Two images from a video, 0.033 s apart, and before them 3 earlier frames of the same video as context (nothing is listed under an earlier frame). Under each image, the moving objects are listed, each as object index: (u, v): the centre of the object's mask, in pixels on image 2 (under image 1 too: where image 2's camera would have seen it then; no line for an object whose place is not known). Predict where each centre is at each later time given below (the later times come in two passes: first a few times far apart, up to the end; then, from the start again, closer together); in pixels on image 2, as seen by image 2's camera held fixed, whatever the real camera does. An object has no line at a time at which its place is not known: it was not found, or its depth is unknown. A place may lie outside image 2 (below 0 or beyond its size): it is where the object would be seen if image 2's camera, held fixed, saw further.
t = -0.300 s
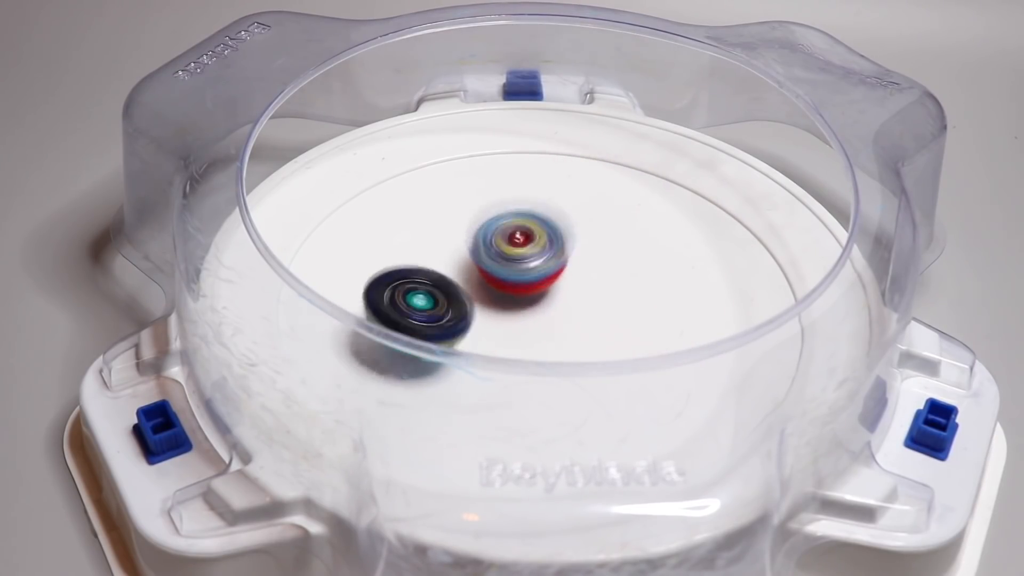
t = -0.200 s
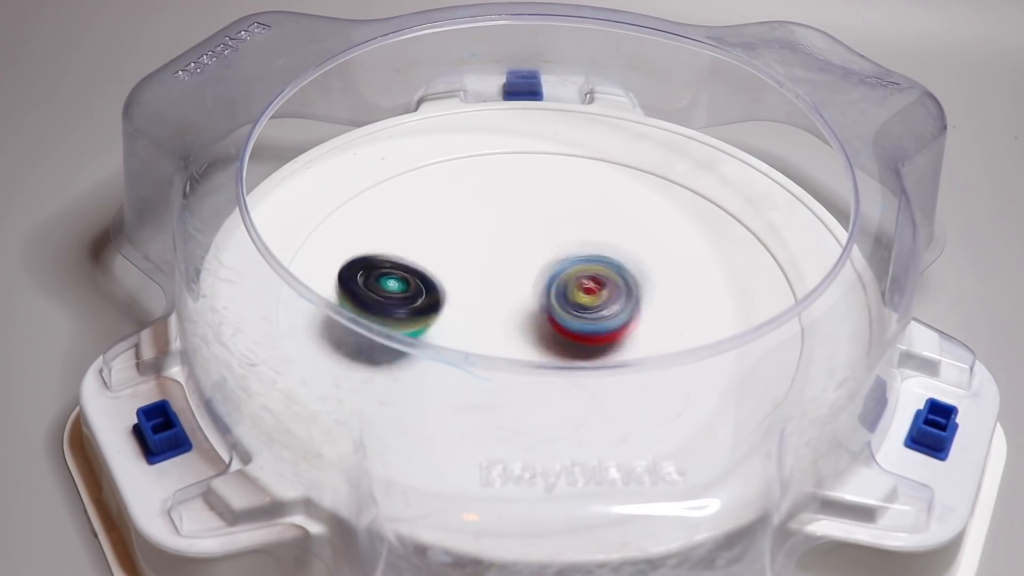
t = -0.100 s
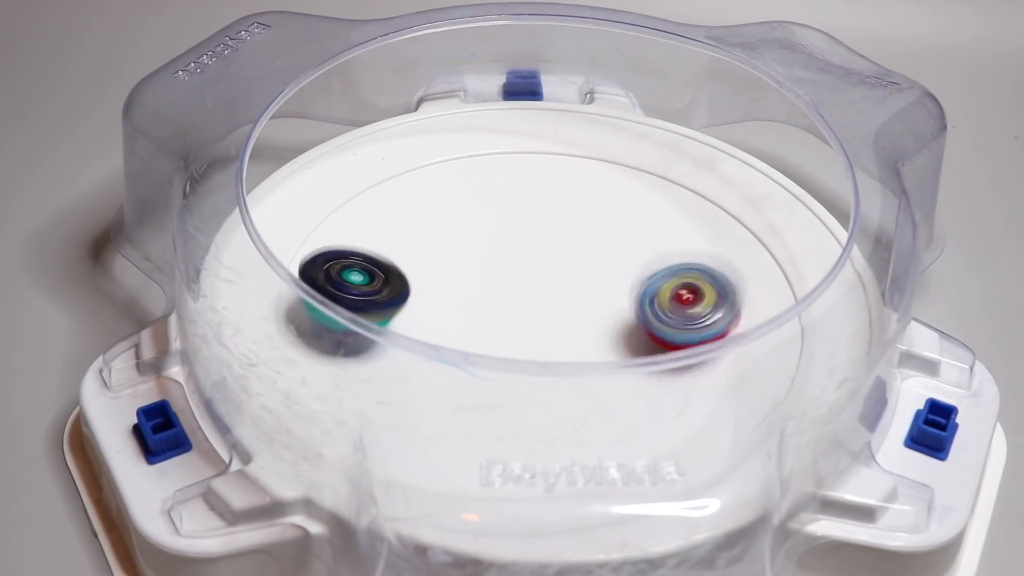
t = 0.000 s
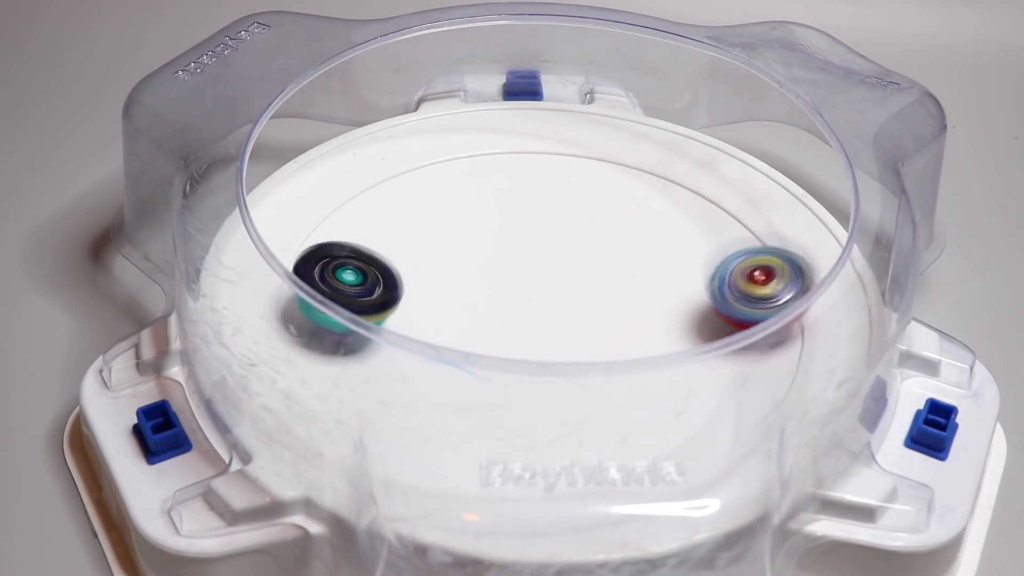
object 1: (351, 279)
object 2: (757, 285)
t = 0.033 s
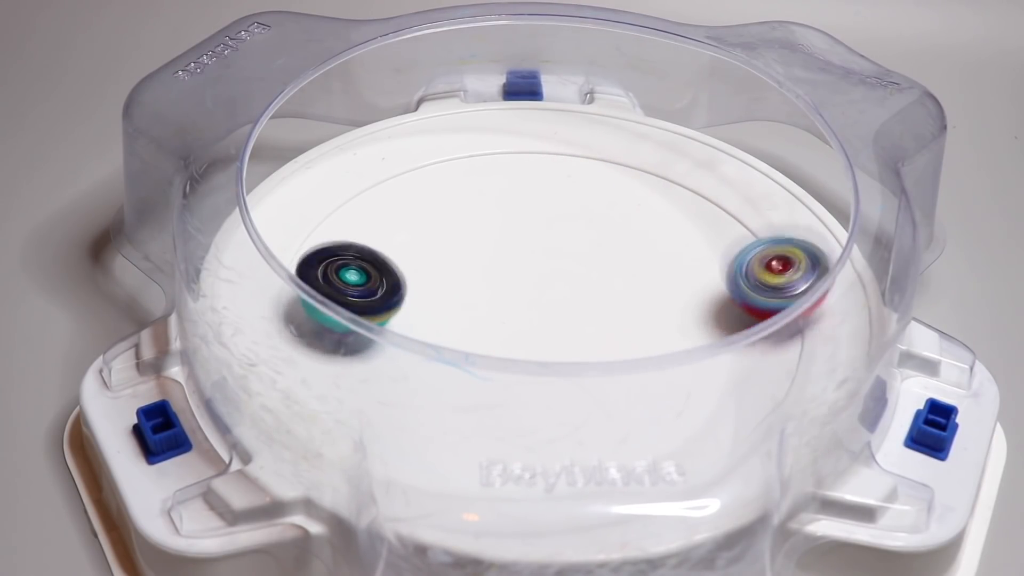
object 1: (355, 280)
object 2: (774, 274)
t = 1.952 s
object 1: (663, 306)
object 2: (427, 165)
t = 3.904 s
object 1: (538, 232)
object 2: (449, 319)
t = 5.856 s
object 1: (593, 282)
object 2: (568, 362)
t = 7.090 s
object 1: (618, 306)
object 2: (510, 219)
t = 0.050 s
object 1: (358, 281)
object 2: (782, 268)
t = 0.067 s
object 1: (361, 282)
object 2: (780, 265)
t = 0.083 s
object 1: (367, 283)
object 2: (775, 265)
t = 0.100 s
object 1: (371, 283)
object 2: (767, 265)
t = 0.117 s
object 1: (378, 285)
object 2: (758, 263)
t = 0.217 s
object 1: (421, 283)
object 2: (702, 258)
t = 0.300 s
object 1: (461, 277)
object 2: (654, 274)
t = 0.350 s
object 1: (480, 273)
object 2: (625, 292)
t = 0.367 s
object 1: (487, 272)
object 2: (618, 299)
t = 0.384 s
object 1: (493, 271)
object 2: (609, 307)
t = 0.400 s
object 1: (499, 269)
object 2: (604, 315)
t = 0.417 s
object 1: (504, 266)
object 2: (601, 321)
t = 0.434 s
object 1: (507, 264)
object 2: (601, 326)
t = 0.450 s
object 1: (513, 262)
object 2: (599, 331)
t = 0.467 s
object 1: (518, 260)
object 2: (601, 336)
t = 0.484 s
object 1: (525, 260)
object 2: (602, 351)
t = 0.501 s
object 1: (530, 258)
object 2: (606, 361)
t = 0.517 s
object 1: (537, 257)
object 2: (608, 376)
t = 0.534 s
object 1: (543, 256)
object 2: (613, 379)
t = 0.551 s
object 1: (549, 255)
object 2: (617, 385)
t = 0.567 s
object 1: (555, 254)
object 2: (625, 400)
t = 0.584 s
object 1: (560, 254)
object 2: (631, 402)
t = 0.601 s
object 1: (566, 252)
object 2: (639, 404)
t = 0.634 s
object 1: (578, 252)
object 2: (654, 406)
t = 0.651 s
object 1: (583, 251)
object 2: (661, 407)
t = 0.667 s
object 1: (589, 251)
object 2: (669, 407)
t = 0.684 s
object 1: (594, 250)
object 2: (678, 404)
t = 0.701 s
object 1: (601, 250)
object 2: (685, 401)
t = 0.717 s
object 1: (606, 249)
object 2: (690, 399)
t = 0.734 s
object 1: (612, 250)
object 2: (692, 397)
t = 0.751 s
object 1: (617, 249)
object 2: (692, 393)
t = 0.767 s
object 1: (623, 249)
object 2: (693, 391)
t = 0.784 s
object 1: (628, 250)
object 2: (686, 381)
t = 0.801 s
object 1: (634, 250)
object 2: (680, 374)
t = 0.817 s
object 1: (639, 251)
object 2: (672, 369)
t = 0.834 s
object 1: (645, 252)
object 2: (662, 355)
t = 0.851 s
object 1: (649, 252)
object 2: (653, 353)
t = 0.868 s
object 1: (655, 253)
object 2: (643, 345)
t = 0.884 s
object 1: (659, 254)
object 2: (629, 335)
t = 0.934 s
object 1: (672, 259)
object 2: (594, 328)
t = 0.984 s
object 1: (683, 263)
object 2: (552, 324)
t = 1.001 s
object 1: (686, 265)
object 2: (539, 322)
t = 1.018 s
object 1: (689, 267)
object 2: (526, 320)
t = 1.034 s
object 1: (690, 270)
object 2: (513, 320)
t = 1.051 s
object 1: (692, 272)
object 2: (499, 318)
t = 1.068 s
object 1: (691, 274)
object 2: (486, 317)
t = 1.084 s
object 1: (693, 277)
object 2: (474, 315)
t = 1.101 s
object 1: (691, 280)
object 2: (462, 312)
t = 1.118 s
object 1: (691, 282)
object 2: (450, 311)
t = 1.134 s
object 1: (689, 285)
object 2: (438, 309)
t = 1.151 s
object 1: (688, 288)
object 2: (427, 311)
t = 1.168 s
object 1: (685, 291)
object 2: (416, 308)
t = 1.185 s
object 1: (683, 294)
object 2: (402, 315)
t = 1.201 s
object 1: (679, 298)
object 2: (391, 316)
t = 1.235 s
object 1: (672, 304)
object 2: (374, 322)
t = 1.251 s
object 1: (669, 307)
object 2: (367, 326)
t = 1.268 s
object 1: (664, 309)
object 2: (359, 331)
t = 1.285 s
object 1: (660, 312)
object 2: (355, 336)
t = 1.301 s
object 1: (655, 314)
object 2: (353, 338)
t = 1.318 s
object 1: (651, 317)
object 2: (355, 347)
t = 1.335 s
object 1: (645, 318)
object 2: (356, 349)
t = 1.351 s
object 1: (641, 320)
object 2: (363, 353)
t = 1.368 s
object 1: (635, 322)
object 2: (371, 358)
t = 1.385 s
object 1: (630, 324)
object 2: (382, 361)
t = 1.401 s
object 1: (624, 326)
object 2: (391, 364)
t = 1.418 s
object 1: (619, 327)
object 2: (403, 364)
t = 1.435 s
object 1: (613, 328)
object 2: (414, 364)
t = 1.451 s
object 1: (608, 330)
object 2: (427, 363)
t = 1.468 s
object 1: (601, 331)
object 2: (439, 360)
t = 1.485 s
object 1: (596, 332)
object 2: (451, 357)
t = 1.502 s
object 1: (590, 333)
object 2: (461, 351)
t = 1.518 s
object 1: (589, 332)
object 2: (467, 340)
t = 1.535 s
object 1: (600, 333)
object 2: (463, 324)
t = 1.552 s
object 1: (615, 342)
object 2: (456, 319)
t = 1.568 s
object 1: (625, 346)
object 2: (453, 312)
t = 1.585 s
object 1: (636, 347)
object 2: (451, 306)
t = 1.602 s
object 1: (643, 348)
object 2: (449, 298)
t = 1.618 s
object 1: (651, 349)
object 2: (447, 290)
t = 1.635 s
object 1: (656, 349)
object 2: (445, 282)
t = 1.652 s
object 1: (662, 348)
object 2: (444, 274)
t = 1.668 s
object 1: (667, 348)
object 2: (443, 268)
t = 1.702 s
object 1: (677, 345)
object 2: (440, 253)
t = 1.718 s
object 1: (681, 343)
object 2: (439, 244)
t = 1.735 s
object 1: (686, 341)
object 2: (438, 237)
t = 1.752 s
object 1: (689, 339)
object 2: (437, 231)
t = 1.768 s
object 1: (692, 335)
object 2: (436, 223)
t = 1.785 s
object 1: (693, 331)
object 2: (435, 217)
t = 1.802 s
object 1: (693, 320)
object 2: (432, 209)
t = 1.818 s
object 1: (691, 319)
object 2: (433, 204)
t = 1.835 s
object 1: (692, 317)
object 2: (432, 198)
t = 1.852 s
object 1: (689, 316)
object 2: (432, 191)
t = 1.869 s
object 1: (687, 313)
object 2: (430, 187)
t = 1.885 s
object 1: (683, 312)
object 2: (429, 180)
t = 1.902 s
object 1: (680, 310)
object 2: (429, 176)
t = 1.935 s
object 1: (669, 308)
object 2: (428, 167)
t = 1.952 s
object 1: (663, 306)
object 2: (427, 165)
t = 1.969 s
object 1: (657, 304)
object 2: (425, 161)
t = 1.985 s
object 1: (652, 302)
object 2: (426, 160)
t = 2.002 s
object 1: (645, 300)
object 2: (425, 160)
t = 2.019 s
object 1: (639, 298)
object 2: (426, 161)
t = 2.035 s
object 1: (632, 295)
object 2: (427, 163)
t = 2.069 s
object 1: (620, 291)
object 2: (432, 168)
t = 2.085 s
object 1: (615, 290)
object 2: (436, 174)
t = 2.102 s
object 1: (608, 286)
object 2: (441, 177)
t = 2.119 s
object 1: (603, 285)
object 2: (446, 184)
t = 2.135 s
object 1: (597, 283)
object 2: (451, 188)
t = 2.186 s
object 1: (580, 277)
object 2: (477, 206)
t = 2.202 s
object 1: (574, 274)
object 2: (487, 212)
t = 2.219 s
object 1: (570, 274)
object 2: (493, 216)
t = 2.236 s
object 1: (570, 276)
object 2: (498, 214)
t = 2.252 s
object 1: (572, 279)
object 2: (500, 213)
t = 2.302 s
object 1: (571, 287)
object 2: (512, 210)
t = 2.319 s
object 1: (570, 288)
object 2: (515, 209)
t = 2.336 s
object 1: (568, 289)
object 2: (519, 208)
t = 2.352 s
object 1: (566, 289)
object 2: (522, 206)
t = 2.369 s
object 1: (563, 289)
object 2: (526, 206)
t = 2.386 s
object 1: (559, 288)
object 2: (529, 205)
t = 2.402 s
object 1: (556, 287)
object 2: (532, 205)
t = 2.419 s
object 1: (551, 285)
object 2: (537, 205)
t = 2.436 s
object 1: (548, 284)
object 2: (540, 206)
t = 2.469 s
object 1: (539, 282)
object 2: (547, 208)
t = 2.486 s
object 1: (533, 282)
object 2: (548, 209)
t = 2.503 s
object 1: (527, 283)
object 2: (555, 210)
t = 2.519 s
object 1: (522, 287)
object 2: (560, 209)
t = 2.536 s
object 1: (515, 291)
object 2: (566, 207)
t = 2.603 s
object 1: (500, 301)
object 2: (587, 201)
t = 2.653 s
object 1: (490, 309)
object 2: (602, 197)
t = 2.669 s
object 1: (488, 311)
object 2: (605, 196)
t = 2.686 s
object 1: (485, 313)
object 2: (608, 195)
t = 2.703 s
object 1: (484, 315)
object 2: (612, 196)
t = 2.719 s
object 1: (481, 316)
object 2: (613, 197)
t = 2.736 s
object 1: (480, 317)
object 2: (615, 198)
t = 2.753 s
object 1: (477, 318)
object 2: (617, 199)
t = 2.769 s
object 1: (476, 319)
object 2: (617, 201)
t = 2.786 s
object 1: (474, 321)
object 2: (619, 204)
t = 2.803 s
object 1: (473, 322)
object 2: (620, 207)
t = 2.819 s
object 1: (474, 324)
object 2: (620, 211)
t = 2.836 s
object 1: (474, 326)
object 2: (620, 212)
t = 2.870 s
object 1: (477, 336)
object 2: (622, 224)
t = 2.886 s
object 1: (479, 339)
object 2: (623, 232)
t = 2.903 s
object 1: (481, 340)
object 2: (625, 238)
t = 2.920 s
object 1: (484, 341)
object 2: (626, 245)
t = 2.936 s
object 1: (487, 342)
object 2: (628, 248)
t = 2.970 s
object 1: (497, 342)
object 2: (631, 260)
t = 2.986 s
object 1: (501, 341)
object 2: (633, 266)
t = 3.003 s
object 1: (507, 340)
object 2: (635, 274)
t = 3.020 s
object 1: (510, 331)
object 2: (635, 280)
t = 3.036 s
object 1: (515, 330)
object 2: (638, 284)
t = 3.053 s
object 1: (518, 329)
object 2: (638, 292)
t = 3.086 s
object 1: (526, 327)
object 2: (641, 303)
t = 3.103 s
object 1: (528, 325)
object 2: (642, 309)
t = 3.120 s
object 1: (531, 324)
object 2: (644, 314)
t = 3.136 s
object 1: (529, 323)
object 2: (650, 316)
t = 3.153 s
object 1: (527, 320)
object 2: (653, 319)
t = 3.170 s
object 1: (524, 318)
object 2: (656, 322)
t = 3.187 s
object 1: (523, 315)
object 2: (660, 324)
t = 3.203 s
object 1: (521, 313)
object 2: (662, 325)
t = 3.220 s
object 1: (520, 309)
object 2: (668, 336)
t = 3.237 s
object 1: (519, 306)
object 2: (672, 342)
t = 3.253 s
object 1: (517, 303)
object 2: (676, 347)
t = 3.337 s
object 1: (510, 286)
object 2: (688, 368)
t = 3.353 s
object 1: (510, 284)
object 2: (688, 369)
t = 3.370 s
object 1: (508, 281)
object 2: (689, 372)
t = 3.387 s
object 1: (508, 278)
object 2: (687, 371)
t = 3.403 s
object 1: (506, 274)
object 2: (687, 373)
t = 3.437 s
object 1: (504, 268)
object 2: (681, 371)
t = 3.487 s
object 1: (502, 259)
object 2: (666, 370)
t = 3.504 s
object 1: (501, 256)
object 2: (661, 372)
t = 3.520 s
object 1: (499, 253)
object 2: (653, 373)
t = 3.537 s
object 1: (499, 250)
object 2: (643, 359)
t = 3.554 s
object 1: (498, 248)
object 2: (635, 358)
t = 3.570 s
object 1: (498, 246)
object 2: (628, 359)
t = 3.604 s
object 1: (498, 242)
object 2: (611, 354)
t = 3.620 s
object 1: (498, 240)
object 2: (603, 352)
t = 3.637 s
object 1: (496, 239)
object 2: (592, 351)
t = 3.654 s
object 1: (497, 238)
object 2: (583, 349)
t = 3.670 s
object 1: (497, 238)
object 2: (573, 340)
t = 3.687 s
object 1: (498, 238)
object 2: (564, 339)
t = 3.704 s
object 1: (499, 238)
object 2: (555, 338)
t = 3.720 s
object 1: (499, 237)
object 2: (547, 336)
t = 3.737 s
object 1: (500, 237)
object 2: (538, 335)
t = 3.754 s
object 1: (501, 238)
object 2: (529, 331)
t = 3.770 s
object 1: (503, 240)
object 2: (522, 331)
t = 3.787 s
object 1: (505, 241)
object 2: (514, 329)
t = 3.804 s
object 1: (508, 242)
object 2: (504, 328)
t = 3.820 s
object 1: (511, 244)
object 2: (497, 325)
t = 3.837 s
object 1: (515, 242)
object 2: (488, 324)
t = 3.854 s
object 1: (520, 239)
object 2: (477, 323)
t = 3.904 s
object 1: (538, 232)
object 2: (449, 319)
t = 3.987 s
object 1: (556, 225)
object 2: (415, 307)
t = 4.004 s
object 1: (559, 224)
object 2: (408, 305)
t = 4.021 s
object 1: (562, 223)
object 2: (402, 303)
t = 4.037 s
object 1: (567, 223)
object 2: (397, 302)
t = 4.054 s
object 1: (571, 223)
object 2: (392, 298)
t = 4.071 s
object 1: (574, 223)
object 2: (386, 297)
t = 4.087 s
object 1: (578, 223)
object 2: (382, 292)
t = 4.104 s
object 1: (581, 223)
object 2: (376, 291)
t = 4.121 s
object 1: (585, 225)
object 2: (371, 290)
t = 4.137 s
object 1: (589, 226)
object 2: (370, 288)
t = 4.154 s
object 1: (592, 226)
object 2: (370, 288)
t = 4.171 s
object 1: (595, 228)
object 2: (370, 287)
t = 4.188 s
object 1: (598, 230)
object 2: (370, 286)
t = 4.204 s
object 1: (601, 233)
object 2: (371, 284)
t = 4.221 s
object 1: (604, 234)
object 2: (370, 286)
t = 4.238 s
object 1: (606, 236)
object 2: (375, 286)
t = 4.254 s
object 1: (608, 239)
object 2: (379, 286)
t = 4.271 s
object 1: (610, 241)
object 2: (384, 287)
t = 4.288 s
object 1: (612, 245)
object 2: (390, 287)
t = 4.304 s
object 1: (614, 248)
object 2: (392, 287)
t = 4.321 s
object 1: (614, 250)
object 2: (400, 286)
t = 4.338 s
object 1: (615, 253)
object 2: (408, 285)
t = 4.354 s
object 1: (615, 257)
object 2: (416, 284)
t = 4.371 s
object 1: (617, 260)
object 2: (423, 285)
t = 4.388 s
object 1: (617, 263)
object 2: (431, 282)
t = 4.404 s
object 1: (615, 265)
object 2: (437, 279)
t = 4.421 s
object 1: (615, 268)
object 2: (445, 278)
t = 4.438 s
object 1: (614, 272)
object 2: (452, 278)
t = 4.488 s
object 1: (610, 281)
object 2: (476, 275)
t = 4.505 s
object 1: (608, 284)
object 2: (484, 271)
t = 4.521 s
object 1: (606, 287)
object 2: (491, 272)
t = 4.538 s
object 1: (609, 292)
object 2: (495, 269)
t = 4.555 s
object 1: (613, 297)
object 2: (497, 266)
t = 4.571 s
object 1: (617, 301)
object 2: (500, 262)
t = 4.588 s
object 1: (619, 306)
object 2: (504, 257)
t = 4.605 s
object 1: (620, 311)
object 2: (509, 256)
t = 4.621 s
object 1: (621, 313)
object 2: (515, 255)
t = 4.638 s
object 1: (619, 316)
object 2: (521, 253)
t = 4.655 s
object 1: (617, 318)
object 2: (527, 249)
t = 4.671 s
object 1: (617, 320)
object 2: (533, 249)
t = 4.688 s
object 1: (616, 322)
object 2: (538, 249)
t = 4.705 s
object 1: (614, 323)
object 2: (544, 246)
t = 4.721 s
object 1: (611, 325)
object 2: (549, 245)
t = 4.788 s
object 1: (599, 330)
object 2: (572, 243)
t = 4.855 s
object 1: (583, 333)
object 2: (595, 241)
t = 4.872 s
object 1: (579, 333)
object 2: (601, 241)
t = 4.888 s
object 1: (577, 334)
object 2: (606, 239)
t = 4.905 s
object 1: (571, 333)
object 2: (612, 241)
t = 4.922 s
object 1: (566, 333)
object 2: (617, 238)
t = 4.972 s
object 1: (554, 332)
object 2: (632, 241)
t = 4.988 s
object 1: (549, 331)
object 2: (635, 238)
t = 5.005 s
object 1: (545, 330)
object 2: (640, 240)
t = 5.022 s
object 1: (543, 329)
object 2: (643, 240)
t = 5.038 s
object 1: (539, 327)
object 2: (643, 241)
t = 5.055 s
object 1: (535, 326)
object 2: (644, 244)
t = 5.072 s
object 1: (533, 325)
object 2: (644, 244)
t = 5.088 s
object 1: (532, 323)
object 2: (645, 246)
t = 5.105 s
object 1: (529, 321)
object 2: (644, 248)
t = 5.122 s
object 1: (526, 319)
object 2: (643, 251)
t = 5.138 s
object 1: (525, 317)
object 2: (643, 254)
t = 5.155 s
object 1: (525, 316)
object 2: (642, 257)
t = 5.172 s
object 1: (523, 313)
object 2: (639, 259)
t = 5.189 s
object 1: (521, 311)
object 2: (638, 264)
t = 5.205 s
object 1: (521, 308)
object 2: (637, 268)
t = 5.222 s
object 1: (522, 305)
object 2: (634, 271)
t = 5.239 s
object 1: (522, 302)
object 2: (631, 277)
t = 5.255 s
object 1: (521, 300)
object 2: (630, 279)
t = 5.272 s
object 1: (520, 298)
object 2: (630, 284)
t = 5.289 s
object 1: (519, 296)
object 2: (631, 288)
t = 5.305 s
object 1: (515, 292)
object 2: (632, 289)
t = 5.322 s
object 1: (513, 290)
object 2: (635, 293)
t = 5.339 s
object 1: (514, 288)
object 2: (636, 298)
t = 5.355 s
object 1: (515, 286)
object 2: (637, 301)
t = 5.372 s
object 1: (516, 282)
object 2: (638, 305)
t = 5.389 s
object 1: (518, 280)
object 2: (640, 309)
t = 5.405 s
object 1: (520, 279)
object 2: (639, 309)
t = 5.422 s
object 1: (524, 278)
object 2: (640, 315)
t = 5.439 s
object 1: (525, 275)
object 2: (640, 317)
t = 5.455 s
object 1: (528, 274)
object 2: (639, 316)
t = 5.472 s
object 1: (532, 273)
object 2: (639, 321)
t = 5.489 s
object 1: (534, 271)
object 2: (639, 323)
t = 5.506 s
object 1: (536, 270)
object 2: (638, 324)
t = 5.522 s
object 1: (540, 270)
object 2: (636, 327)
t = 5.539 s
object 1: (543, 270)
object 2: (635, 328)
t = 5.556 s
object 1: (547, 268)
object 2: (635, 330)
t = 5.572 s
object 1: (550, 267)
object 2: (631, 331)
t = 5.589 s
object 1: (552, 266)
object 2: (629, 332)
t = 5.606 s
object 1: (557, 268)
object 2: (630, 334)
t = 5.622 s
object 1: (560, 267)
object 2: (626, 342)
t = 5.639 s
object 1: (562, 268)
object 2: (624, 343)
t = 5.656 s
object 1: (567, 268)
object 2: (620, 343)
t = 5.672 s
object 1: (569, 269)
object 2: (617, 344)
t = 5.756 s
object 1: (581, 273)
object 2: (597, 352)
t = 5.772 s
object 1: (583, 273)
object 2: (593, 352)
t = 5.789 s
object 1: (586, 274)
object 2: (588, 353)
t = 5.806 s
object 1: (588, 276)
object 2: (585, 357)
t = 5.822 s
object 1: (589, 277)
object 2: (578, 358)
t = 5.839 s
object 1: (592, 278)
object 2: (573, 360)
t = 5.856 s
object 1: (593, 282)
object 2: (568, 362)
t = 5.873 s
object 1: (594, 284)
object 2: (562, 363)
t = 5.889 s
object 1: (595, 286)
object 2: (554, 362)
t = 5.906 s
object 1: (595, 288)
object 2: (549, 362)
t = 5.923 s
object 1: (598, 289)
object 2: (539, 374)
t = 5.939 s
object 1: (597, 291)
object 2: (534, 375)
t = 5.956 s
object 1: (597, 293)
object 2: (527, 376)
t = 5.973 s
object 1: (598, 295)
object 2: (523, 375)
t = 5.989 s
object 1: (596, 297)
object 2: (517, 376)
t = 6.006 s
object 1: (595, 300)
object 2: (512, 374)
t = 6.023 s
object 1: (594, 305)
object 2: (507, 374)
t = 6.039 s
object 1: (592, 308)
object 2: (502, 373)
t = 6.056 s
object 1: (589, 309)
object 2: (496, 372)
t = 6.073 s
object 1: (587, 311)
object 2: (490, 371)
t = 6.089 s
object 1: (585, 313)
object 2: (489, 357)
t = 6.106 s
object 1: (582, 313)
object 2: (483, 356)
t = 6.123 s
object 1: (579, 314)
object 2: (480, 355)
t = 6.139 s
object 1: (576, 315)
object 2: (476, 353)
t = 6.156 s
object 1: (577, 316)
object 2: (470, 346)
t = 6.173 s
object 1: (581, 318)
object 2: (460, 345)
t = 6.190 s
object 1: (585, 317)
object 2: (448, 342)
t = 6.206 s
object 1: (588, 318)
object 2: (443, 336)
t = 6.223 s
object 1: (590, 317)
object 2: (438, 321)
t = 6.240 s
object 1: (592, 318)
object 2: (434, 319)
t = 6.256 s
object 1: (593, 317)
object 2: (432, 316)
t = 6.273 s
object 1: (593, 316)
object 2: (431, 312)
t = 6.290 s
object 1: (593, 315)
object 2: (431, 311)
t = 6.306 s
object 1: (590, 314)
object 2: (431, 308)
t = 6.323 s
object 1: (588, 313)
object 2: (432, 304)
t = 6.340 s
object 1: (584, 311)
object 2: (431, 302)
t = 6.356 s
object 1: (580, 308)
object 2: (433, 300)
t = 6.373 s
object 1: (578, 307)
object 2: (436, 294)
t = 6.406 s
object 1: (572, 302)
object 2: (441, 285)
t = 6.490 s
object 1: (564, 293)
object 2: (457, 264)
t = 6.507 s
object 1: (562, 291)
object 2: (461, 258)
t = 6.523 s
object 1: (562, 289)
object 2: (463, 255)
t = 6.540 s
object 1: (560, 286)
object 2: (468, 254)
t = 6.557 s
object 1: (560, 284)
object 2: (469, 248)
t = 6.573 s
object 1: (559, 282)
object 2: (472, 244)
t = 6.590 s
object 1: (558, 279)
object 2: (477, 244)
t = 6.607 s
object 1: (558, 278)
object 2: (477, 241)
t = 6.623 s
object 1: (558, 275)
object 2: (482, 238)
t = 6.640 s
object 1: (559, 274)
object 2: (486, 237)
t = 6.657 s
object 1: (564, 278)
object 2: (490, 231)
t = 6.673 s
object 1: (566, 279)
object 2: (491, 227)
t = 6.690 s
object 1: (570, 282)
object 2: (492, 223)
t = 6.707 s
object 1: (573, 284)
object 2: (496, 222)
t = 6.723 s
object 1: (574, 284)
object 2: (500, 218)
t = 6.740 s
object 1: (577, 287)
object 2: (504, 217)
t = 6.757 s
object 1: (577, 286)
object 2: (508, 214)
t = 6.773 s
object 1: (577, 287)
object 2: (511, 213)
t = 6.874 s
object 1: (590, 288)
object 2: (524, 208)
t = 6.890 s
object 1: (593, 288)
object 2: (525, 208)
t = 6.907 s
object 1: (596, 290)
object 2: (525, 208)
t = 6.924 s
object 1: (600, 290)
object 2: (525, 209)
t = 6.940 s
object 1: (601, 292)
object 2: (525, 209)
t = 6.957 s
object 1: (605, 294)
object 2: (525, 209)
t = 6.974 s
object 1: (607, 294)
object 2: (524, 211)
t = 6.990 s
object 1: (608, 296)
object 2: (523, 212)
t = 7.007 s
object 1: (612, 297)
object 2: (522, 214)
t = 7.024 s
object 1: (612, 299)
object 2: (520, 215)
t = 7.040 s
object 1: (614, 301)
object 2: (519, 216)
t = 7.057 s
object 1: (617, 302)
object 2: (516, 217)
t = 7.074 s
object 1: (616, 304)
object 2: (513, 218)
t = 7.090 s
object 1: (618, 306)
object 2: (510, 219)
